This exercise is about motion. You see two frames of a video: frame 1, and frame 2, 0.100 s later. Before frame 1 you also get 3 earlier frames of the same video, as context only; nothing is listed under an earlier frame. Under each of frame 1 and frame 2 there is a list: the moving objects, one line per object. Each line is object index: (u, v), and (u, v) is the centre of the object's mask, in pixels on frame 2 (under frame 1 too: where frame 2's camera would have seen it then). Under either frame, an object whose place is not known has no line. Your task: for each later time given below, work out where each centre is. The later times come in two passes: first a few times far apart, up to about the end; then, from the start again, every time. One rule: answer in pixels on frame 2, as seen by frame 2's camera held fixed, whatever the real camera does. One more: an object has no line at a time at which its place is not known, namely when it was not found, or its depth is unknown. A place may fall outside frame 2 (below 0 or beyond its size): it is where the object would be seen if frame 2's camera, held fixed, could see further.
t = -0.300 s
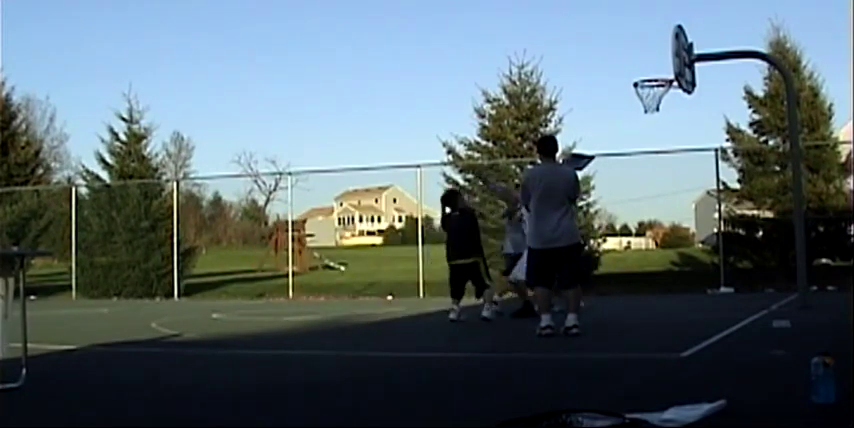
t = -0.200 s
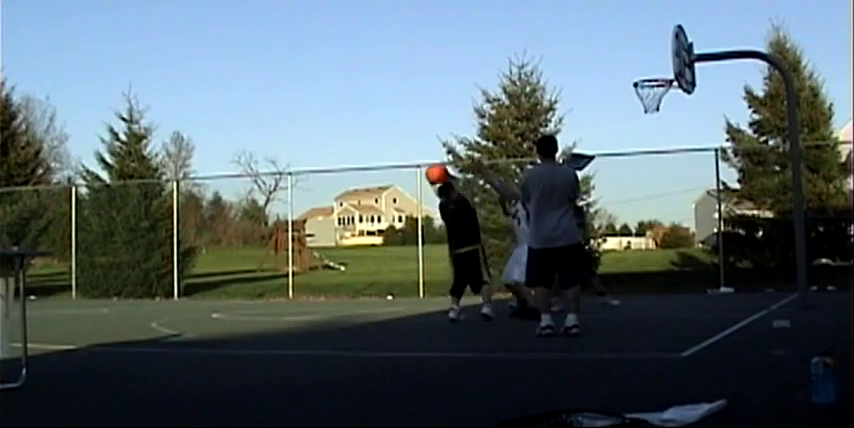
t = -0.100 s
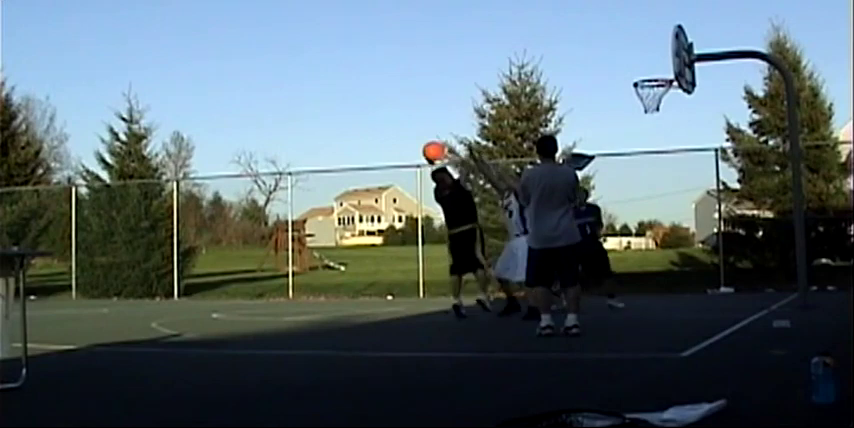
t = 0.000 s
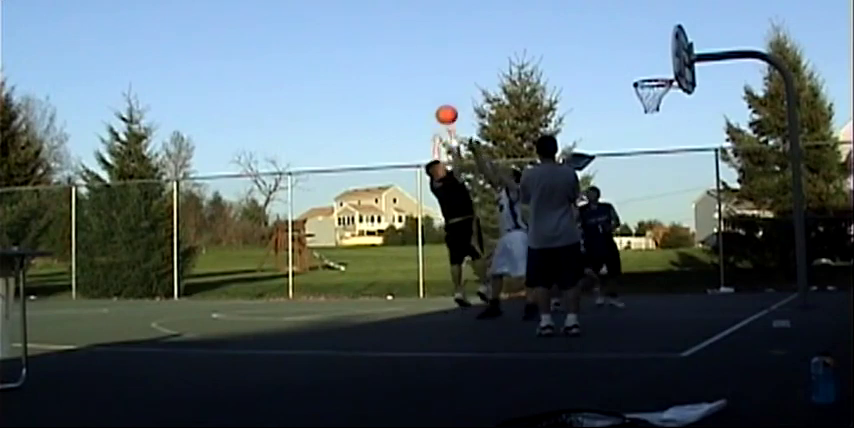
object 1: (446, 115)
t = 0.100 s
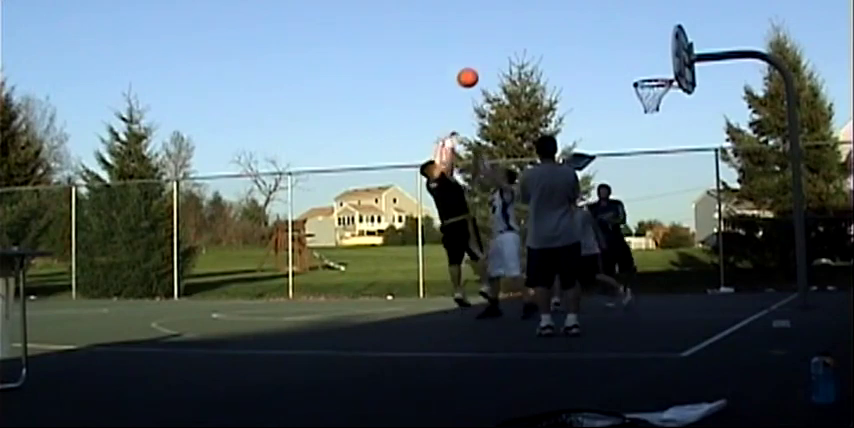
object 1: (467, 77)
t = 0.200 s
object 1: (488, 50)
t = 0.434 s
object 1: (532, 19)
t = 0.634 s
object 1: (569, 26)
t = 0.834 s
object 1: (605, 59)
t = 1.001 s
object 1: (633, 106)
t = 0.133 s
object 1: (474, 67)
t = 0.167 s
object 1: (481, 58)
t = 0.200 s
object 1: (488, 50)
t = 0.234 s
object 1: (494, 43)
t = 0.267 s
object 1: (501, 37)
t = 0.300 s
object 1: (507, 32)
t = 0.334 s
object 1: (514, 27)
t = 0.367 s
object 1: (520, 24)
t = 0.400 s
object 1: (526, 21)
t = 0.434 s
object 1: (532, 19)
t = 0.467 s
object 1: (539, 18)
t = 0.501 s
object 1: (545, 18)
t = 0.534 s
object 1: (551, 19)
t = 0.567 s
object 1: (557, 20)
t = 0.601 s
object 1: (563, 22)
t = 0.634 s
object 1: (569, 26)
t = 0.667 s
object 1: (575, 29)
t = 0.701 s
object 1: (581, 34)
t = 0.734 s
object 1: (587, 39)
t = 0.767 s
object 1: (593, 45)
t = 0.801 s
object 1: (599, 52)
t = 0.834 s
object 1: (605, 59)
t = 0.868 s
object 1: (611, 67)
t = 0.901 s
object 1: (617, 76)
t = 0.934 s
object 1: (623, 85)
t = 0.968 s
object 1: (628, 95)
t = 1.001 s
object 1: (633, 106)
